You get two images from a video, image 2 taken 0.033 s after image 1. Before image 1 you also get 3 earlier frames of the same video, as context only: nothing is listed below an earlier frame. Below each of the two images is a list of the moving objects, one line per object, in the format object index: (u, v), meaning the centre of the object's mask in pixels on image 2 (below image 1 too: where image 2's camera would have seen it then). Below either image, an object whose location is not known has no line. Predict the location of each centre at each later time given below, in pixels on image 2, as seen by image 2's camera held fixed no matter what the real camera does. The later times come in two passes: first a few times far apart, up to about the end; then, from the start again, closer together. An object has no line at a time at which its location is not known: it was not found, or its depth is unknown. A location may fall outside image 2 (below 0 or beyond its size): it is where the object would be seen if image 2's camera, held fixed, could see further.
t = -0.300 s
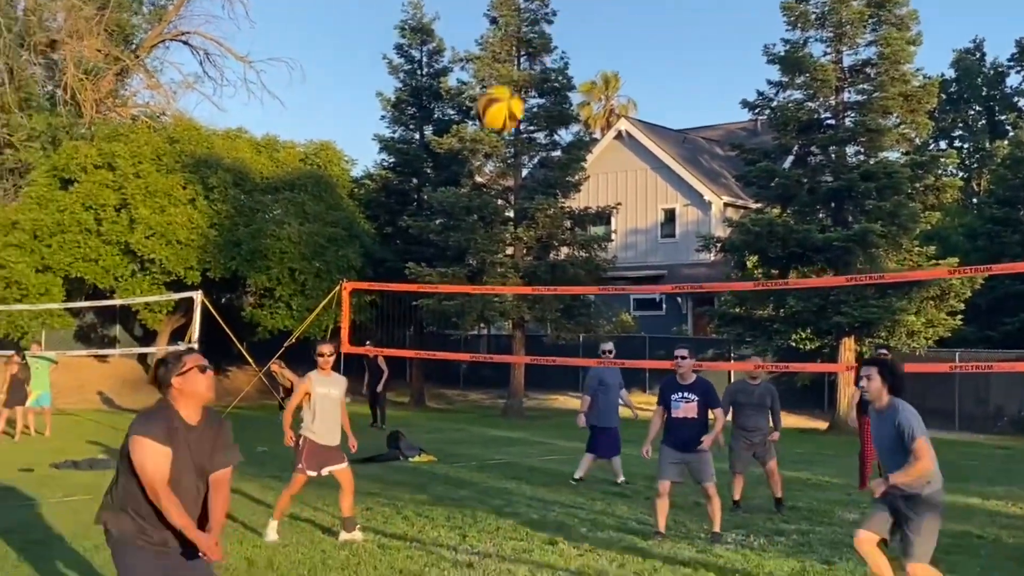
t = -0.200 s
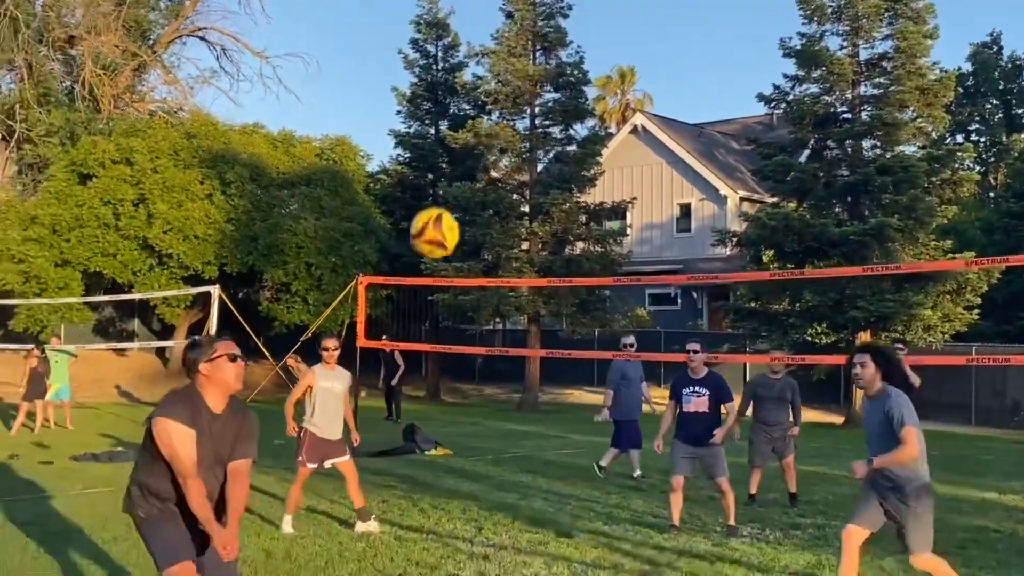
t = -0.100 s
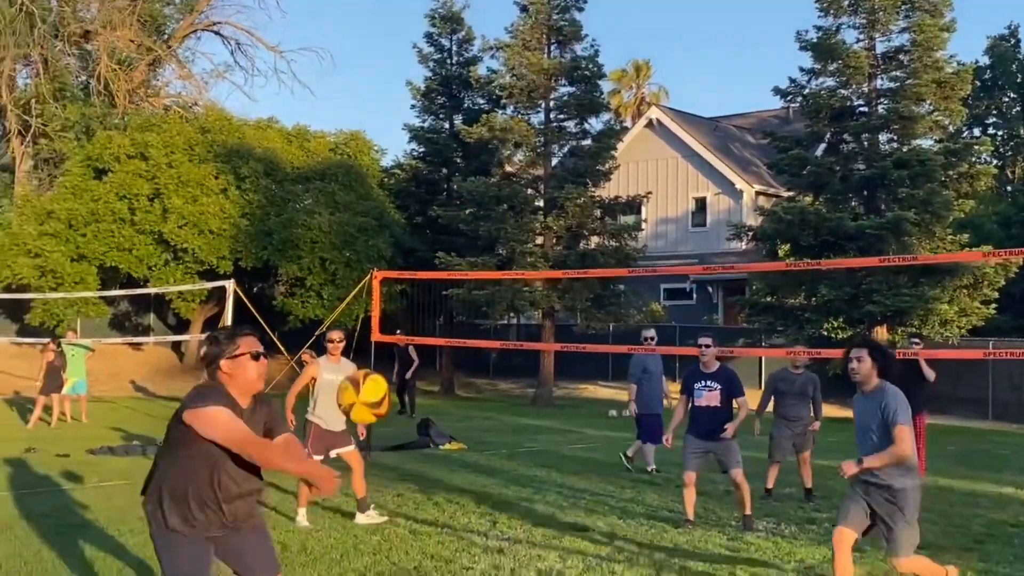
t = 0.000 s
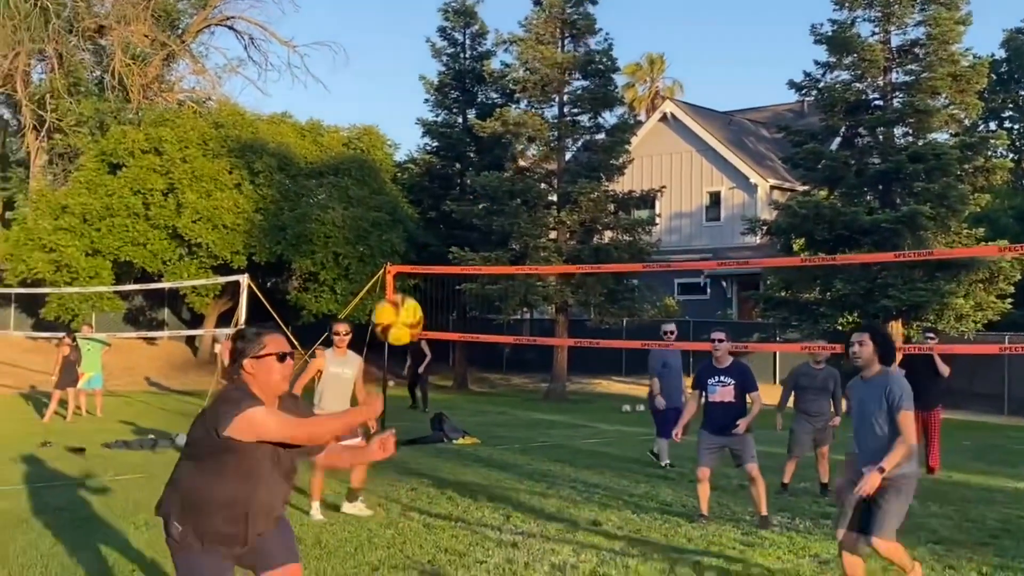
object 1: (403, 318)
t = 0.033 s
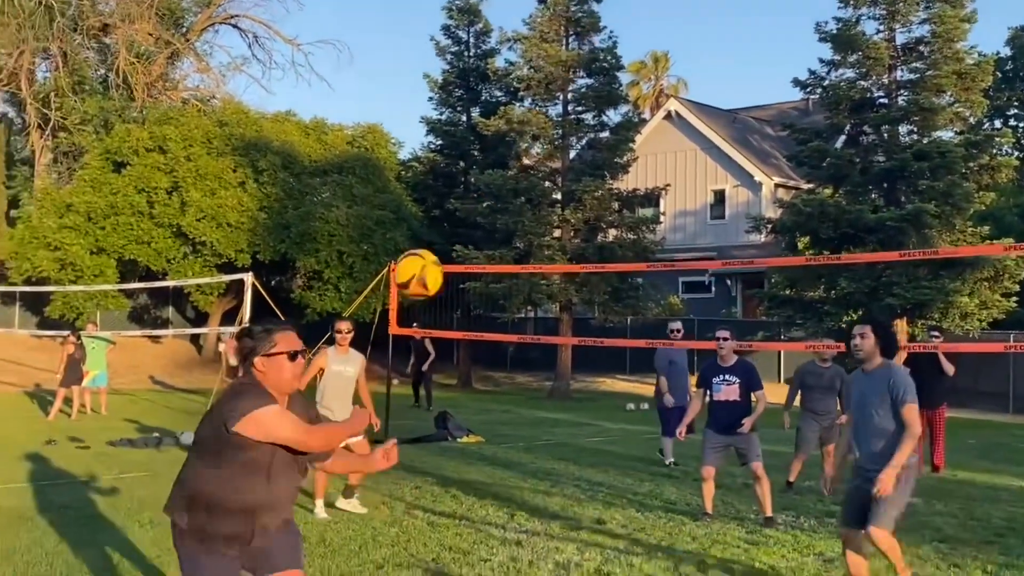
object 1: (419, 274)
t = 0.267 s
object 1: (512, 77)
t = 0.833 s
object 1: (651, 103)
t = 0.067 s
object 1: (434, 235)
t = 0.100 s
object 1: (450, 199)
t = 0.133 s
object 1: (463, 168)
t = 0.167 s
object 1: (476, 141)
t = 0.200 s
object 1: (489, 116)
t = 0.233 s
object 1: (502, 95)
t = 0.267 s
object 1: (512, 77)
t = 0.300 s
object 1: (524, 61)
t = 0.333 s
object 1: (535, 48)
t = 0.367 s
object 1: (546, 37)
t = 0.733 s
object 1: (633, 65)
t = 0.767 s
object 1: (638, 76)
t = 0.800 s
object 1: (645, 90)
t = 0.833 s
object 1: (651, 103)
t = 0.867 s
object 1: (656, 121)
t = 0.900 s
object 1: (661, 139)
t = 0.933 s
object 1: (667, 157)
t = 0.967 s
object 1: (671, 178)
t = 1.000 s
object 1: (674, 198)
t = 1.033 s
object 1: (681, 220)
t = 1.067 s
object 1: (685, 242)
